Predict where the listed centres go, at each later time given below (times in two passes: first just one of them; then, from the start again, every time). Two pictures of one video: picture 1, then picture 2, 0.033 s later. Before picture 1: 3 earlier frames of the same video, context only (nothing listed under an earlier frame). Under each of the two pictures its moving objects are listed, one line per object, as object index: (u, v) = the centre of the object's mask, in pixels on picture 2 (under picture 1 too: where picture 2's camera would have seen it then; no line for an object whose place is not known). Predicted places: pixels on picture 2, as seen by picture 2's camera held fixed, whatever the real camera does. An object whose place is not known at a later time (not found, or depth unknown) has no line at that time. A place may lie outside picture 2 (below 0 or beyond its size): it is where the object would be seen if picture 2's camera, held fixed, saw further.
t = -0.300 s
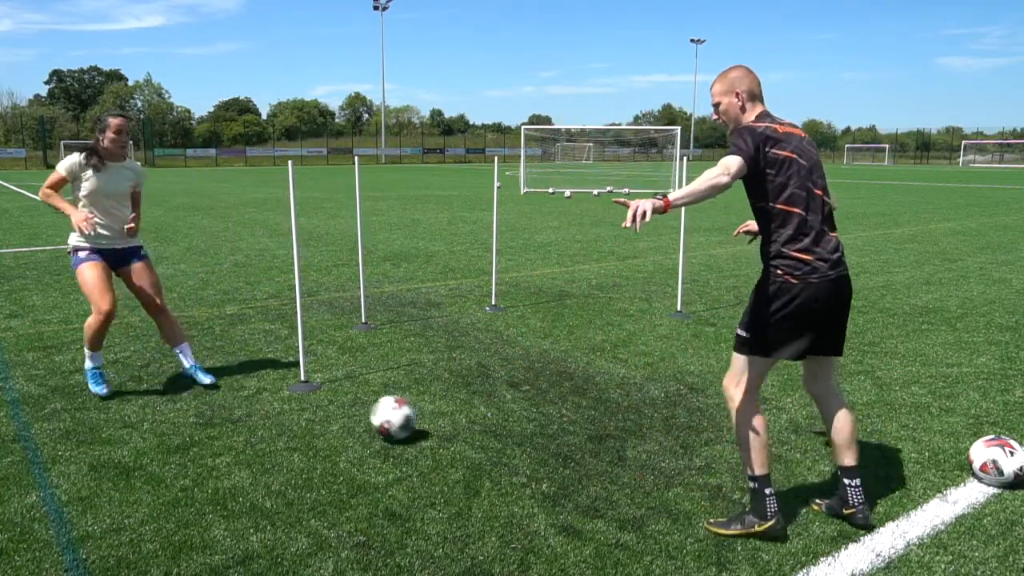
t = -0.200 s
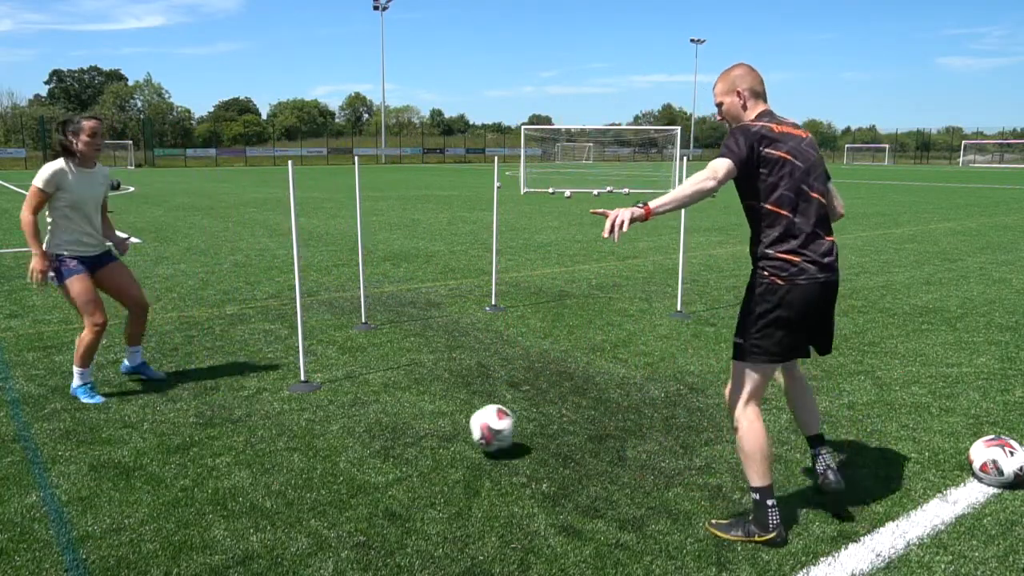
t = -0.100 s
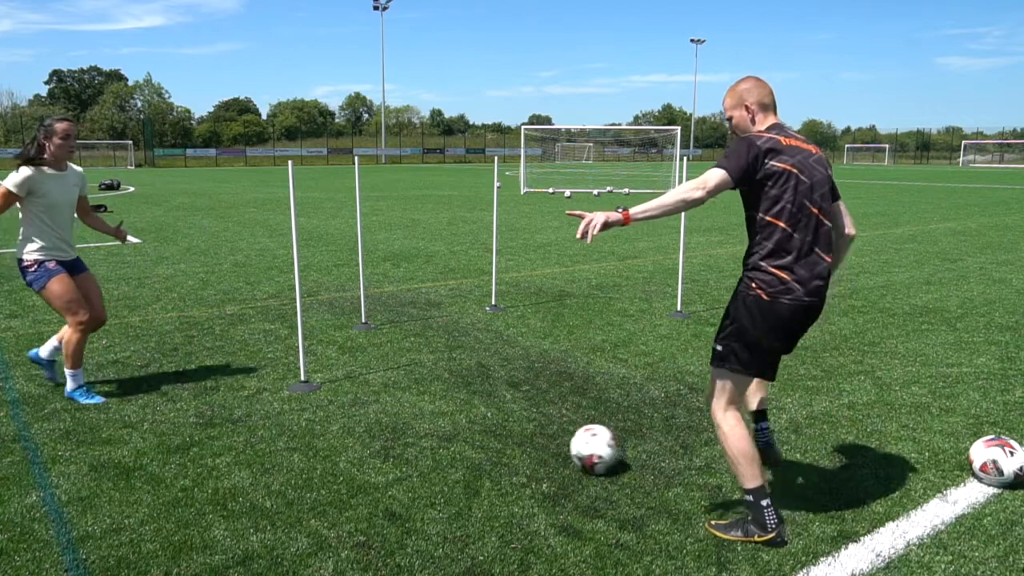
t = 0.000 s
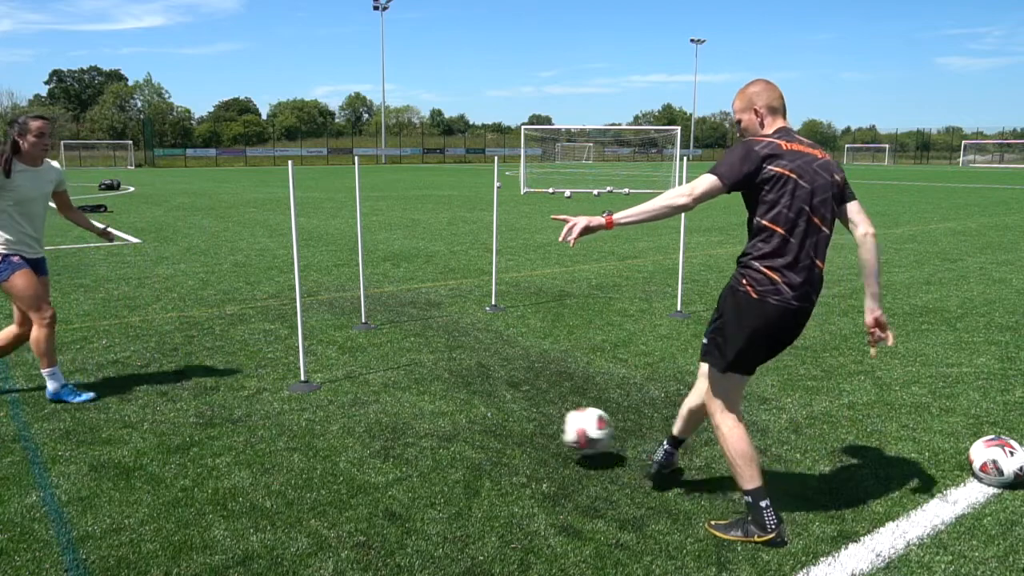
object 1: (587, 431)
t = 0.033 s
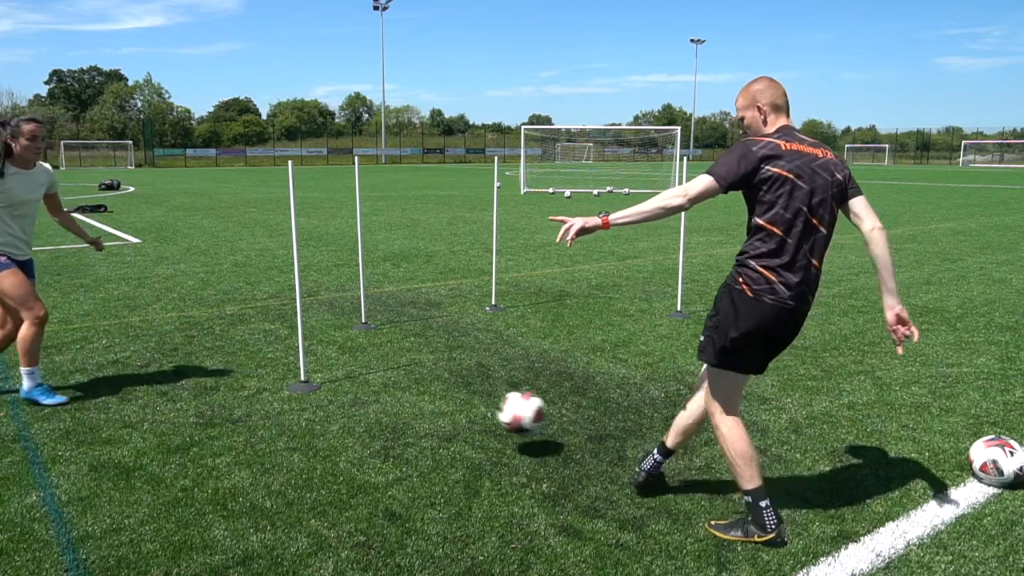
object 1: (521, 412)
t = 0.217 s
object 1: (238, 369)
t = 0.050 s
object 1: (491, 406)
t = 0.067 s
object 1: (461, 400)
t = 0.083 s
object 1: (433, 393)
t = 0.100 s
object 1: (405, 388)
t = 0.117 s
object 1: (378, 384)
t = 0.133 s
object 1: (352, 380)
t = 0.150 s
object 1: (328, 377)
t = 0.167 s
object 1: (304, 374)
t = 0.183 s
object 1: (281, 372)
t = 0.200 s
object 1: (259, 369)
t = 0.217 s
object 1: (238, 369)
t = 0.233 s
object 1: (217, 369)
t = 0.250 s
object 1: (198, 370)
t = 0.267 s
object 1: (178, 370)
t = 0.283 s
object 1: (159, 370)
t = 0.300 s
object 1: (143, 370)
